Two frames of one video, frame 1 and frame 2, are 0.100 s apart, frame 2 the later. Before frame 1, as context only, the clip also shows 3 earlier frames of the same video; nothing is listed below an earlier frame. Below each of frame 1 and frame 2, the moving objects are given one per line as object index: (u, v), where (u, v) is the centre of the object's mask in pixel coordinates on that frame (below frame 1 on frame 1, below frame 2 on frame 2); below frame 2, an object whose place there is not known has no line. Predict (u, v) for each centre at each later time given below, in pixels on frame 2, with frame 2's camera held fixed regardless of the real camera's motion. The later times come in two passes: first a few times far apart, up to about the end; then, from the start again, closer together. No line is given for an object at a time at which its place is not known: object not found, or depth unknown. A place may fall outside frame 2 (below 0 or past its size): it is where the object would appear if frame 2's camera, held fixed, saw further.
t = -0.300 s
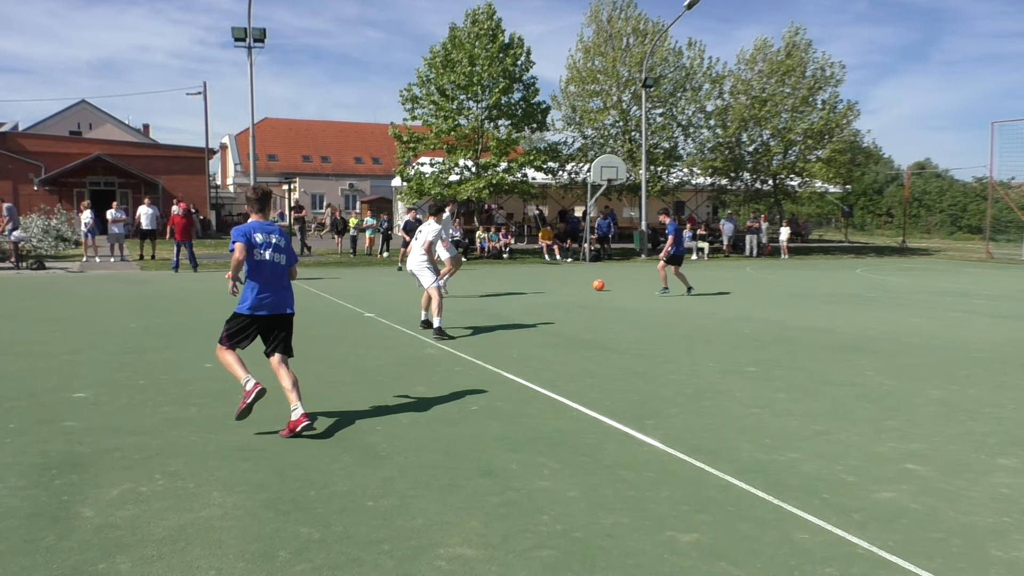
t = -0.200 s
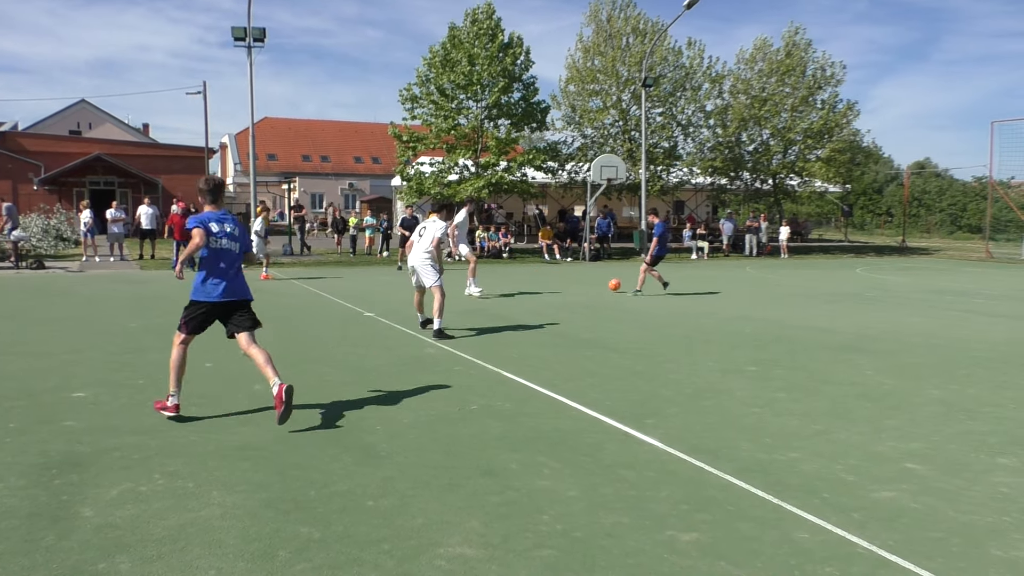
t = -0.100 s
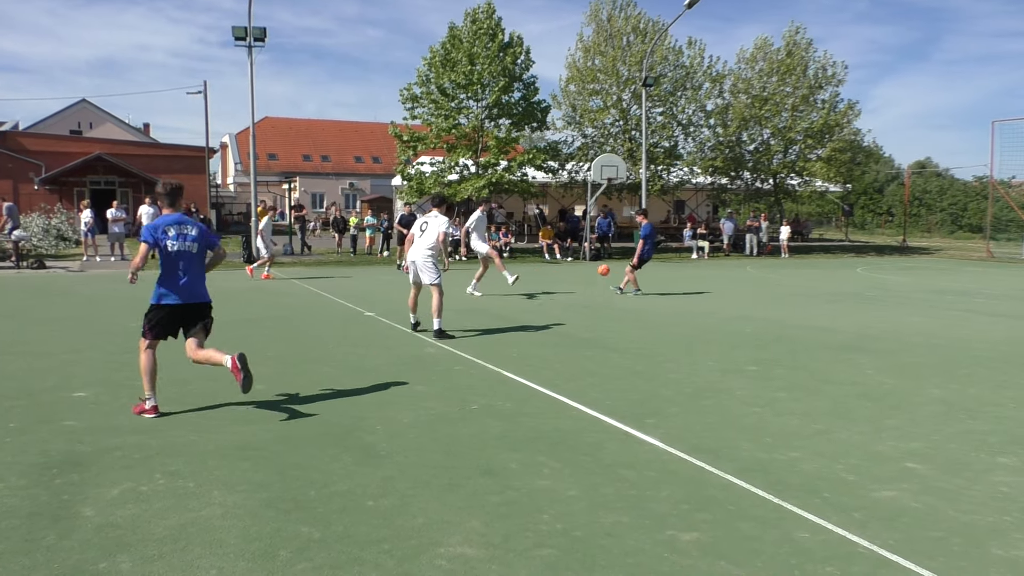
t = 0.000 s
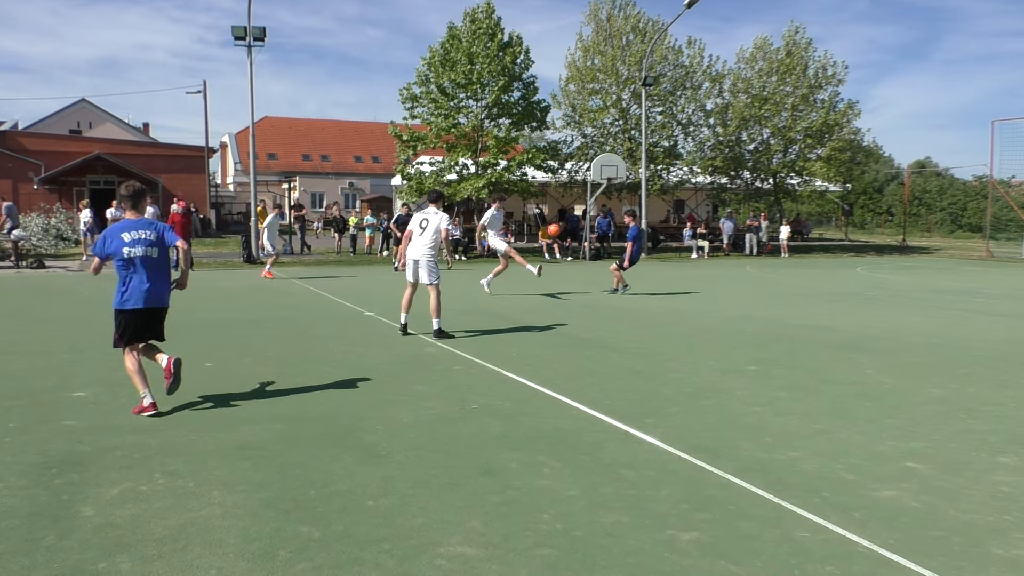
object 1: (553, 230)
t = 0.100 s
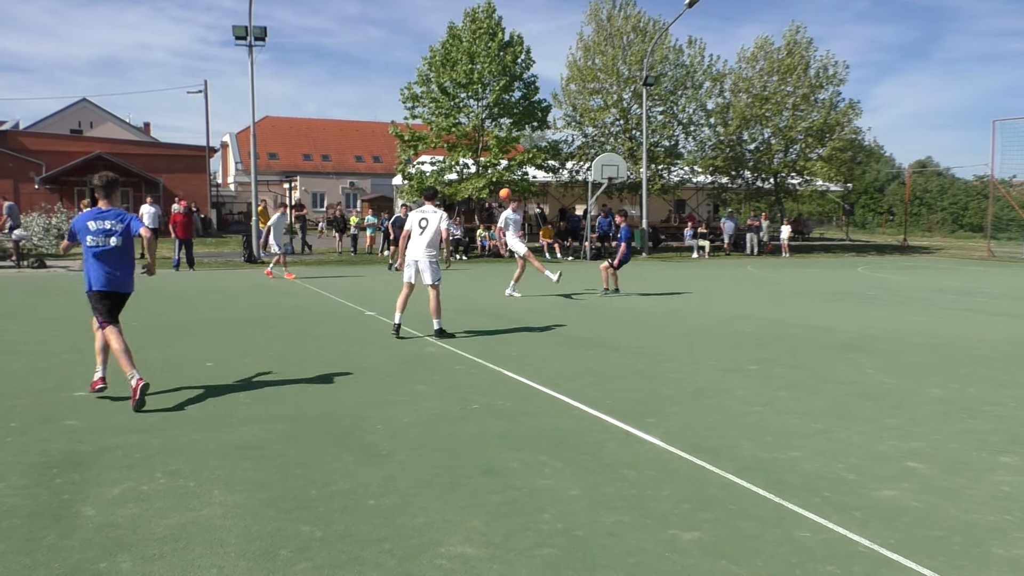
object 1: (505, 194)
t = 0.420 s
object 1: (347, 111)
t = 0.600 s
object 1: (256, 85)
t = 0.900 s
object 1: (95, 78)
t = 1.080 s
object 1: (-8, 100)
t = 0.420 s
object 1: (347, 111)
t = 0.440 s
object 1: (337, 108)
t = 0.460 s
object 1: (327, 104)
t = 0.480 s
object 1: (317, 101)
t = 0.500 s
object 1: (306, 98)
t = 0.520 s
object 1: (296, 95)
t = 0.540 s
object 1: (286, 92)
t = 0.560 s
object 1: (276, 90)
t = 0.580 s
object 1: (266, 87)
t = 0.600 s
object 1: (256, 85)
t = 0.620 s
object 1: (245, 83)
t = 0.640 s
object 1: (234, 82)
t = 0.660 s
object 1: (224, 80)
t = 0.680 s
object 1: (214, 79)
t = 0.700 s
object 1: (204, 77)
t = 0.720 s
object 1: (193, 76)
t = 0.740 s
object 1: (182, 76)
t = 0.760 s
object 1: (171, 75)
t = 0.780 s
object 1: (161, 75)
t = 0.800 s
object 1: (150, 75)
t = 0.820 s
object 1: (139, 75)
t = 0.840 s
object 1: (128, 75)
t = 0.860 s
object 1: (117, 76)
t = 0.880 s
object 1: (106, 77)
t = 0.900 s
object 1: (95, 78)
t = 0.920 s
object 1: (84, 79)
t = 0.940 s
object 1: (73, 81)
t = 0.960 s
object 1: (62, 83)
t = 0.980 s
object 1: (50, 85)
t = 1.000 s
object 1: (39, 87)
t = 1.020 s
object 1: (27, 90)
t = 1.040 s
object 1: (16, 93)
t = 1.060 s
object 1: (4, 96)
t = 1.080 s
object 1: (-8, 100)
